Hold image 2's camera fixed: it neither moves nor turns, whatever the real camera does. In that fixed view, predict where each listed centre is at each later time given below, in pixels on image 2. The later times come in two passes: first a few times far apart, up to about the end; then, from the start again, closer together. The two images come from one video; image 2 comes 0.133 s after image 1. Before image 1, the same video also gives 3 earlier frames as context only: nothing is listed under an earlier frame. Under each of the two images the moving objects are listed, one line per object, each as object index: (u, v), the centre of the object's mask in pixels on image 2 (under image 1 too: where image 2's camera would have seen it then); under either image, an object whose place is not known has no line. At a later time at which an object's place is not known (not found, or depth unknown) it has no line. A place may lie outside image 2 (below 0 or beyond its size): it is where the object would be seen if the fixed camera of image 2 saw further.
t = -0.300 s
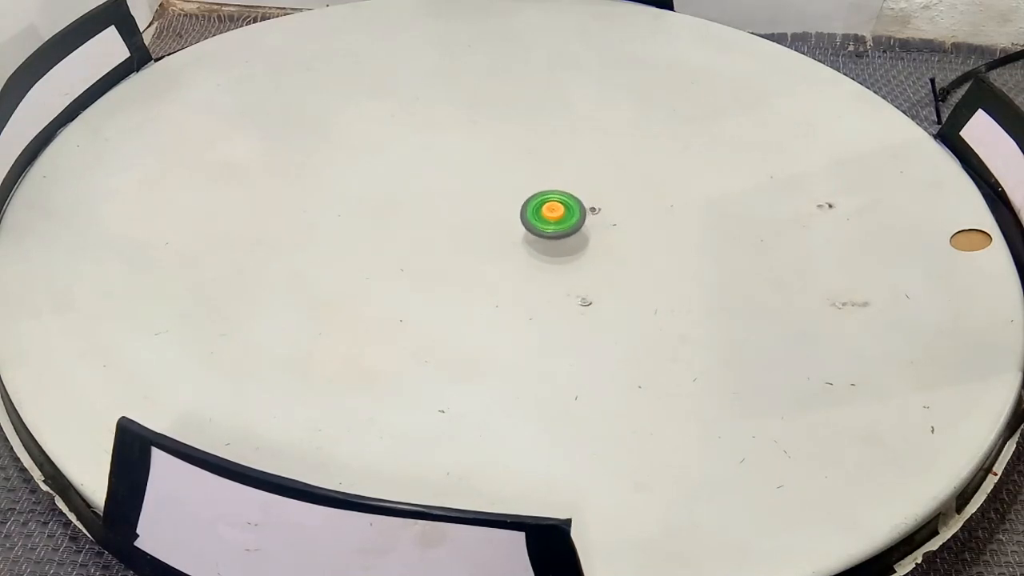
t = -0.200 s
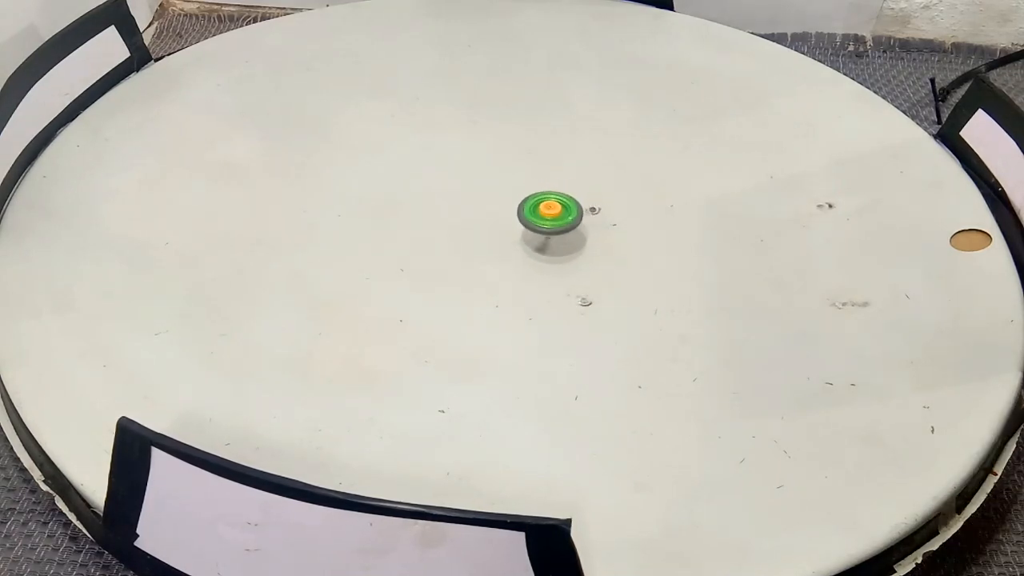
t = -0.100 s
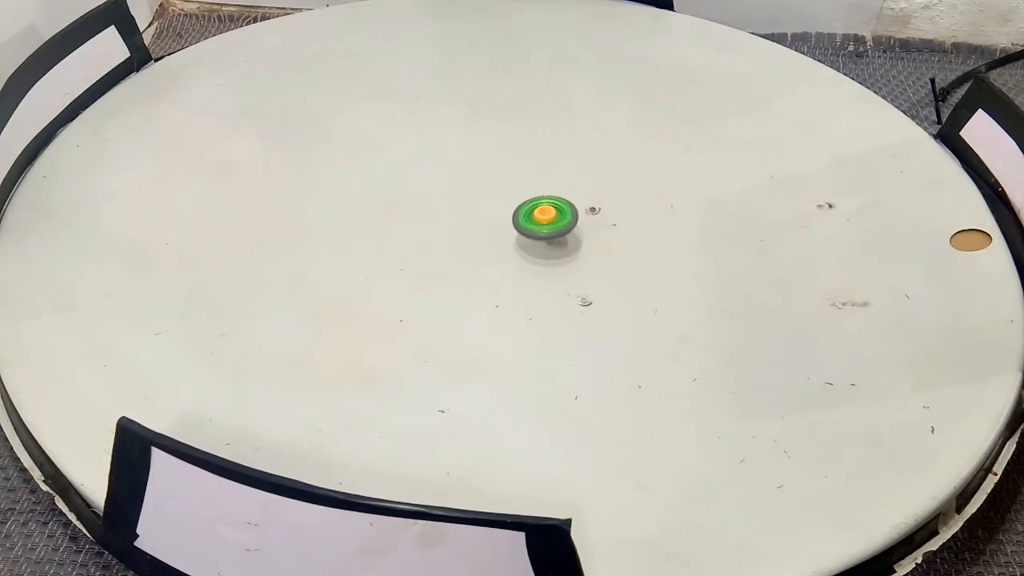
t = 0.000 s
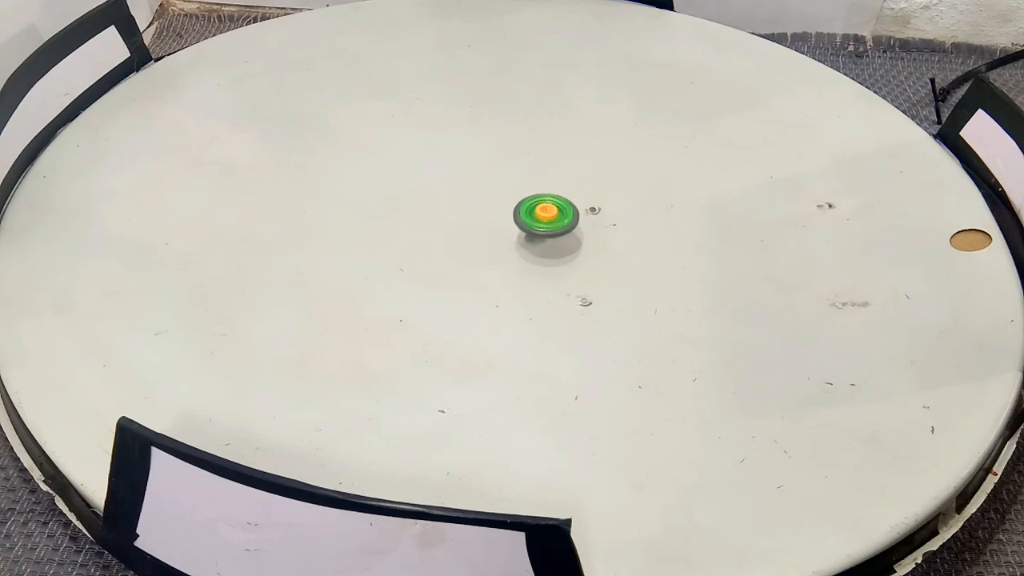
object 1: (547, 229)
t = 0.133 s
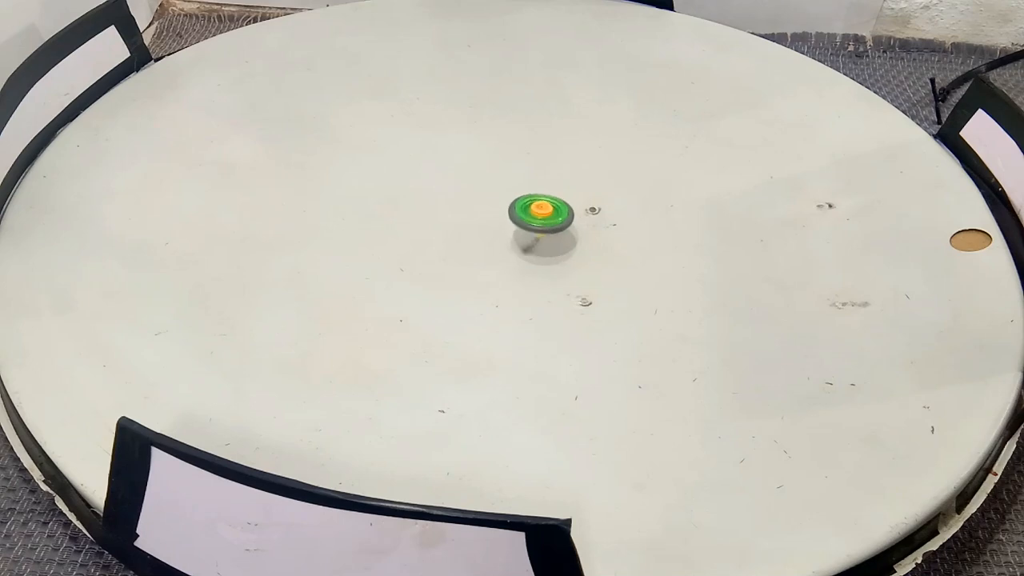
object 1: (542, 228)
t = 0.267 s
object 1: (543, 231)
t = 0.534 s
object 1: (537, 231)
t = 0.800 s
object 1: (545, 230)
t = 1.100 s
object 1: (541, 234)
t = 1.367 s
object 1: (538, 232)
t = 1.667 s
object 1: (536, 231)
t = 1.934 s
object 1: (533, 230)
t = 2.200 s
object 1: (528, 230)
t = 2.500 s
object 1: (530, 231)
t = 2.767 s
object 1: (529, 233)
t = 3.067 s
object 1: (527, 232)
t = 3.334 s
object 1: (524, 229)
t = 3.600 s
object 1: (525, 231)
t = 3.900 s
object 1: (522, 238)
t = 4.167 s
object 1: (531, 238)
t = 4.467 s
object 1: (524, 227)
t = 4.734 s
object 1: (534, 250)
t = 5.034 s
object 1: (528, 236)
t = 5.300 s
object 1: (528, 251)
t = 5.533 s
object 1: (522, 238)
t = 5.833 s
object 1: (528, 247)
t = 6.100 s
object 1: (502, 249)
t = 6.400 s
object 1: (479, 208)
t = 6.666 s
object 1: (501, 169)
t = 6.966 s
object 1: (503, 131)
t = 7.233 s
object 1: (478, 125)
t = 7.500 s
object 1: (486, 127)
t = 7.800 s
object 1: (511, 140)
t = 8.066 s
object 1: (494, 174)
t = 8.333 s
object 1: (441, 160)
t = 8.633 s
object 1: (440, 157)
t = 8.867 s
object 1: (458, 174)
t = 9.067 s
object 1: (499, 175)
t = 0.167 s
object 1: (542, 229)
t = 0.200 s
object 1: (541, 231)
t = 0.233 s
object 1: (542, 232)
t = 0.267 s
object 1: (543, 231)
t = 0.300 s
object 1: (544, 232)
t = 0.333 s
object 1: (544, 229)
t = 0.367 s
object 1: (543, 226)
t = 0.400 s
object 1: (539, 227)
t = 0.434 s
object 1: (536, 229)
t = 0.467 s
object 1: (535, 228)
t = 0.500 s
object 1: (536, 225)
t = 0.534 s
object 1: (537, 231)
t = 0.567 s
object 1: (541, 230)
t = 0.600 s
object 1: (544, 229)
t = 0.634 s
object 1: (545, 230)
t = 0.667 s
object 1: (546, 230)
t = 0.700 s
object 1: (546, 228)
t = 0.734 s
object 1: (544, 228)
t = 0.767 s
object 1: (544, 227)
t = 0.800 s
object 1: (545, 230)
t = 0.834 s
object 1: (546, 231)
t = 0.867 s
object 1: (548, 232)
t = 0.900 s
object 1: (548, 231)
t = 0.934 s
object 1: (547, 229)
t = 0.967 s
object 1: (545, 229)
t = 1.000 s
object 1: (542, 231)
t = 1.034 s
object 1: (541, 231)
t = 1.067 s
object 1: (542, 230)
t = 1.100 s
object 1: (541, 234)
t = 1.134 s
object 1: (542, 233)
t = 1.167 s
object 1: (543, 231)
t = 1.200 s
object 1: (543, 232)
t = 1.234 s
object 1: (541, 230)
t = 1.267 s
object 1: (540, 229)
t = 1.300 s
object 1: (538, 230)
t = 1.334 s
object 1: (537, 232)
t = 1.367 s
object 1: (538, 232)
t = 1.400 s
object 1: (540, 232)
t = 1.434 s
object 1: (541, 233)
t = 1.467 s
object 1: (542, 231)
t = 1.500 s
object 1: (541, 230)
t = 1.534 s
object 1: (539, 231)
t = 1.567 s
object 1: (538, 232)
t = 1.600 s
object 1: (538, 232)
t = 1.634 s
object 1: (537, 232)
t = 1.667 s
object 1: (536, 231)
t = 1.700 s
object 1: (535, 230)
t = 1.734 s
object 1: (533, 231)
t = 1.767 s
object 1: (533, 232)
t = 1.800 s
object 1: (533, 232)
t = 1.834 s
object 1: (534, 232)
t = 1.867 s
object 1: (534, 231)
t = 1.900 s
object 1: (534, 230)
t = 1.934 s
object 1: (533, 230)
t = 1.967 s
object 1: (532, 230)
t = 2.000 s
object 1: (532, 230)
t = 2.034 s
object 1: (533, 230)
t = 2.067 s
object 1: (533, 230)
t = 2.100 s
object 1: (533, 228)
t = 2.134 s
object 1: (531, 228)
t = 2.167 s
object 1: (529, 229)
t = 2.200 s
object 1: (528, 230)
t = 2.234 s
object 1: (528, 230)
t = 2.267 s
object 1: (529, 231)
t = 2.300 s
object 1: (530, 229)
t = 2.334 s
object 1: (530, 228)
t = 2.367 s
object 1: (530, 229)
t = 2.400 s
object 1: (529, 230)
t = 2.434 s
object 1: (530, 232)
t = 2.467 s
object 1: (530, 232)
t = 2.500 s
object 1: (530, 231)
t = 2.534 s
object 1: (530, 231)
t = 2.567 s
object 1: (530, 231)
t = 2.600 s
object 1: (529, 232)
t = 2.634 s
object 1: (529, 232)
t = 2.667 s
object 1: (529, 233)
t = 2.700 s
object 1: (530, 234)
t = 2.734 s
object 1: (530, 234)
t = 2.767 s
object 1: (529, 233)
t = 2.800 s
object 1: (528, 234)
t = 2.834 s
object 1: (526, 235)
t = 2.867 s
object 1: (528, 235)
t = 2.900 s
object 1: (529, 234)
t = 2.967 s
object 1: (530, 234)
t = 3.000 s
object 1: (530, 232)
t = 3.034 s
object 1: (529, 230)
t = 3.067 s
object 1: (527, 232)
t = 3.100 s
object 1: (526, 235)
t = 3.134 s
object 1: (526, 234)
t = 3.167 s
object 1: (526, 237)
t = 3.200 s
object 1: (524, 237)
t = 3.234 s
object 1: (522, 233)
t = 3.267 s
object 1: (520, 232)
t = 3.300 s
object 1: (520, 232)
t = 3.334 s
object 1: (524, 229)
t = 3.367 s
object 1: (527, 227)
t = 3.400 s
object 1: (528, 230)
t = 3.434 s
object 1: (529, 230)
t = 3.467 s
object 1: (529, 231)
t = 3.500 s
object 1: (528, 234)
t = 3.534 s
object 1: (527, 234)
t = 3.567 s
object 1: (527, 229)
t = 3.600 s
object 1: (525, 231)
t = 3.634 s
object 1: (526, 231)
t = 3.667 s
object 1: (531, 229)
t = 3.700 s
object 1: (533, 230)
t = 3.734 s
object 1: (534, 233)
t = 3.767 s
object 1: (533, 235)
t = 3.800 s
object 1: (531, 238)
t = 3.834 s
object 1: (529, 242)
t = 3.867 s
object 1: (525, 242)
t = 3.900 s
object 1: (522, 238)
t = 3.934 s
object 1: (518, 238)
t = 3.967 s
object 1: (516, 238)
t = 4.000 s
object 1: (520, 232)
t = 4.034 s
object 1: (522, 230)
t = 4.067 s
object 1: (524, 232)
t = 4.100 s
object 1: (527, 233)
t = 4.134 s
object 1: (529, 234)
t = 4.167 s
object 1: (531, 238)
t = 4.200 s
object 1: (529, 243)
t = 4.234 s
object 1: (526, 242)
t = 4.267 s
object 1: (522, 243)
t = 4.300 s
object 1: (517, 246)
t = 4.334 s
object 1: (516, 240)
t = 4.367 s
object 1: (515, 235)
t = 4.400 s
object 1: (514, 234)
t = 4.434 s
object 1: (517, 232)
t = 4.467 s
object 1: (524, 227)
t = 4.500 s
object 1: (528, 228)
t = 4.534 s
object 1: (532, 230)
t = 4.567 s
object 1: (536, 231)
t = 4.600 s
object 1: (538, 234)
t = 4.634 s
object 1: (539, 240)
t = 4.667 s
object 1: (537, 244)
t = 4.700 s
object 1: (536, 247)
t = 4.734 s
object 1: (534, 250)
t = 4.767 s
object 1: (530, 251)
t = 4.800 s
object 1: (526, 251)
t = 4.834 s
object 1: (522, 250)
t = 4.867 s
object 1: (520, 247)
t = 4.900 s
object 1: (518, 246)
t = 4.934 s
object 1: (520, 241)
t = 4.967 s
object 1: (521, 240)
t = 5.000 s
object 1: (525, 237)
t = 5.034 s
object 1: (528, 236)
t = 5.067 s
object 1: (532, 236)
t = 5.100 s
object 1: (534, 237)
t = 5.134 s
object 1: (535, 239)
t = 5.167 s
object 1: (535, 242)
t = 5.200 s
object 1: (534, 243)
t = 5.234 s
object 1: (533, 246)
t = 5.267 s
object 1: (531, 249)
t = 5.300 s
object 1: (528, 251)
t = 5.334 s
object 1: (525, 252)
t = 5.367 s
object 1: (523, 251)
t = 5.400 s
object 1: (521, 250)
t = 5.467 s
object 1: (519, 245)
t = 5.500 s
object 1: (521, 241)
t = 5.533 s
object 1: (522, 238)
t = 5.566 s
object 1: (526, 235)
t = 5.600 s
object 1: (528, 236)
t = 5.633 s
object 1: (530, 236)
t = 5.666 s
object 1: (531, 238)
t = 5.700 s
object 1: (532, 238)
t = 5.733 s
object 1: (532, 241)
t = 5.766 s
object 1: (532, 242)
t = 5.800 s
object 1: (530, 245)
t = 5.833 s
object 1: (528, 247)
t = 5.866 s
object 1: (527, 249)
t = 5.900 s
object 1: (525, 251)
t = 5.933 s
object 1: (522, 253)
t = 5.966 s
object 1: (517, 252)
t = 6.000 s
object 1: (514, 252)
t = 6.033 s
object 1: (510, 251)
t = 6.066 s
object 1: (506, 252)
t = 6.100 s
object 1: (502, 249)
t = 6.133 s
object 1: (498, 248)
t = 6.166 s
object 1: (494, 242)
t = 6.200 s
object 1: (491, 240)
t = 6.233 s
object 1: (487, 234)
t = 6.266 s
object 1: (485, 231)
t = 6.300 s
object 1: (483, 225)
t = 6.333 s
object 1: (481, 219)
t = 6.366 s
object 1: (479, 215)
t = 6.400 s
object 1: (479, 208)
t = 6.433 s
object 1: (478, 205)
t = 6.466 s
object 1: (480, 199)
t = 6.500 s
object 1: (484, 191)
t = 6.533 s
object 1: (484, 188)
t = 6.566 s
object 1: (487, 181)
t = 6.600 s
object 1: (491, 177)
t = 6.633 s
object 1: (496, 173)
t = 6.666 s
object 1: (501, 169)
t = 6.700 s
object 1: (506, 164)
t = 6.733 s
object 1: (510, 160)
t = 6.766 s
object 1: (513, 153)
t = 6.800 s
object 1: (515, 149)
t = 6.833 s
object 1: (515, 146)
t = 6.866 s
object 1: (514, 141)
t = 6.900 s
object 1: (511, 137)
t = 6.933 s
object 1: (508, 134)
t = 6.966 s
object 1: (503, 131)
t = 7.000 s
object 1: (498, 129)
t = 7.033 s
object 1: (494, 128)
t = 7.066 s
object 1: (491, 126)
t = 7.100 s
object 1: (487, 126)
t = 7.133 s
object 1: (484, 125)
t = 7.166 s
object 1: (481, 124)
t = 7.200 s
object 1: (479, 125)
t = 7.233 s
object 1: (478, 125)
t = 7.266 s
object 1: (478, 125)
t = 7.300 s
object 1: (477, 125)
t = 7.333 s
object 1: (478, 125)
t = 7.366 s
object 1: (479, 125)
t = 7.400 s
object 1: (481, 125)
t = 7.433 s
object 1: (483, 125)
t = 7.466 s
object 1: (485, 126)
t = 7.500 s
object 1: (486, 127)
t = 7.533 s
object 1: (488, 127)
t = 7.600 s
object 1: (492, 129)
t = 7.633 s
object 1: (495, 130)
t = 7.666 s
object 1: (497, 131)
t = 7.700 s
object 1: (501, 134)
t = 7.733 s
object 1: (504, 135)
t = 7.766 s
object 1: (508, 138)
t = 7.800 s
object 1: (511, 140)
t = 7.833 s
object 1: (514, 144)
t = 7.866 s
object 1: (516, 148)
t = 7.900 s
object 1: (517, 152)
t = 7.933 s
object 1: (516, 156)
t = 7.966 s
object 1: (514, 160)
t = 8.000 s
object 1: (510, 165)
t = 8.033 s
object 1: (503, 170)
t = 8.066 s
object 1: (494, 174)
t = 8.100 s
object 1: (484, 175)
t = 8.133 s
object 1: (473, 176)
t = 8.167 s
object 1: (463, 175)
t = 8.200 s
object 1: (455, 172)
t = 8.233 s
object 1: (448, 169)
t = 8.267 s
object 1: (444, 165)
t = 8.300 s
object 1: (442, 162)
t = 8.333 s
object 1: (441, 160)
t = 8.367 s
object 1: (439, 158)
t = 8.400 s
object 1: (439, 156)
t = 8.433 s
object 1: (439, 155)
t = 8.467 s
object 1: (439, 154)
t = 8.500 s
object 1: (439, 154)
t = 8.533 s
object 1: (439, 154)
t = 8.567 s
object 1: (439, 156)
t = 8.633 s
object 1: (440, 157)
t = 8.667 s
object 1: (440, 158)
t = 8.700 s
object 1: (441, 160)
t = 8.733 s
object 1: (442, 162)
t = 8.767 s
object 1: (444, 164)
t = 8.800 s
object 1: (447, 167)
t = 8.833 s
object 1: (452, 172)
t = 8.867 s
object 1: (458, 174)
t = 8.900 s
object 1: (464, 176)
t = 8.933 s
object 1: (471, 177)
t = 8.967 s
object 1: (479, 178)
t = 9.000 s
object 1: (487, 177)
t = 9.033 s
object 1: (493, 176)
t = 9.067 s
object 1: (499, 175)
